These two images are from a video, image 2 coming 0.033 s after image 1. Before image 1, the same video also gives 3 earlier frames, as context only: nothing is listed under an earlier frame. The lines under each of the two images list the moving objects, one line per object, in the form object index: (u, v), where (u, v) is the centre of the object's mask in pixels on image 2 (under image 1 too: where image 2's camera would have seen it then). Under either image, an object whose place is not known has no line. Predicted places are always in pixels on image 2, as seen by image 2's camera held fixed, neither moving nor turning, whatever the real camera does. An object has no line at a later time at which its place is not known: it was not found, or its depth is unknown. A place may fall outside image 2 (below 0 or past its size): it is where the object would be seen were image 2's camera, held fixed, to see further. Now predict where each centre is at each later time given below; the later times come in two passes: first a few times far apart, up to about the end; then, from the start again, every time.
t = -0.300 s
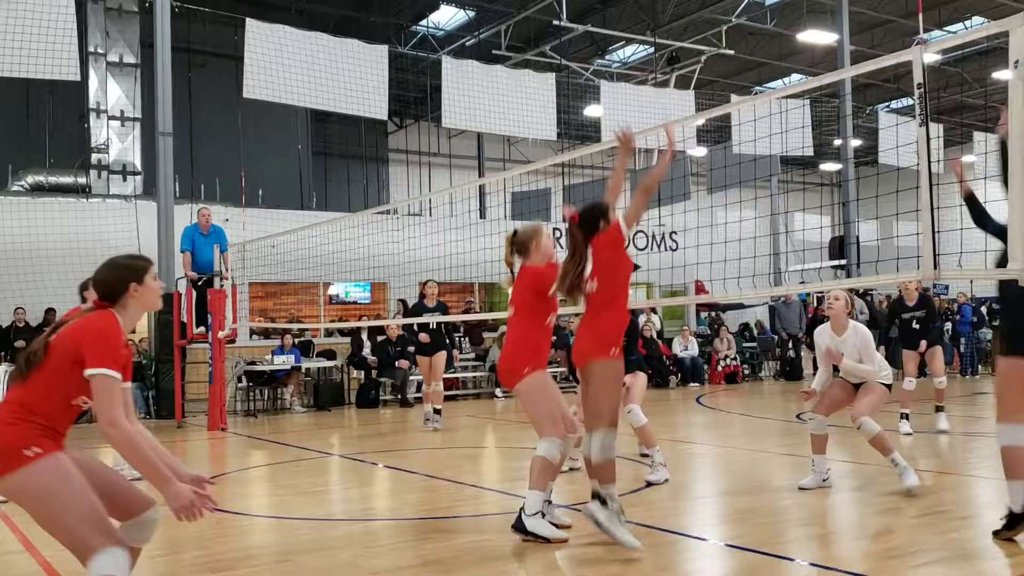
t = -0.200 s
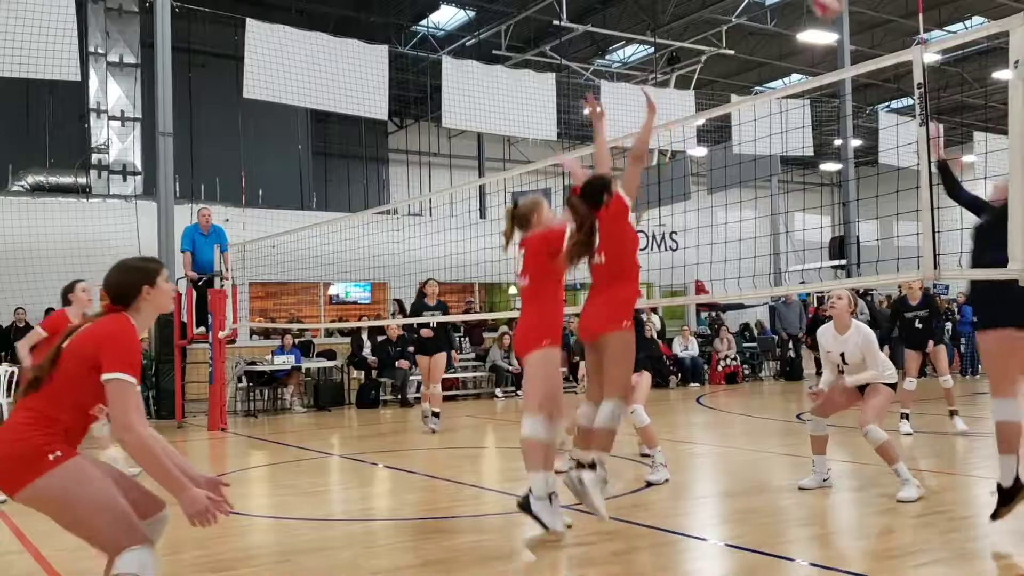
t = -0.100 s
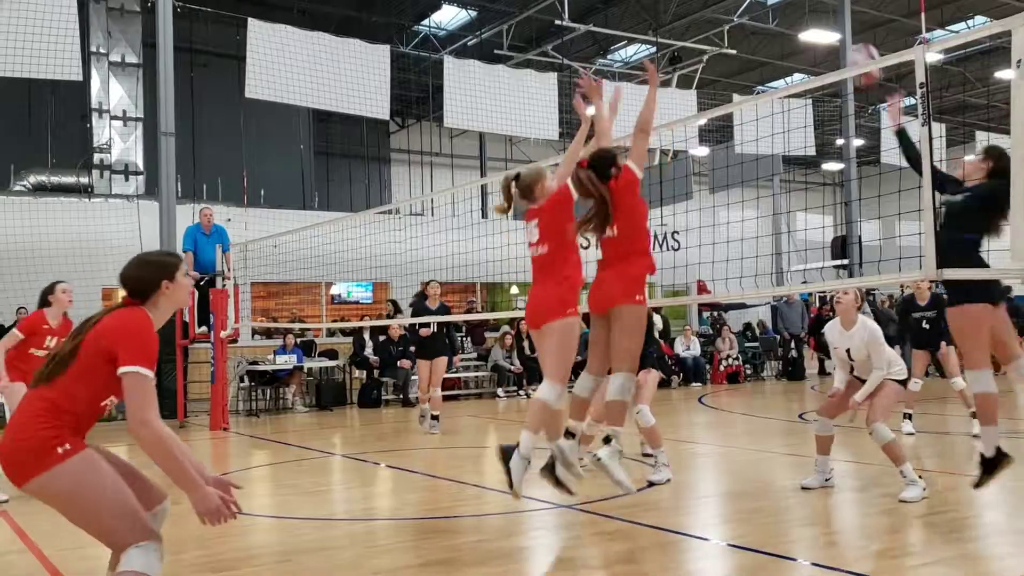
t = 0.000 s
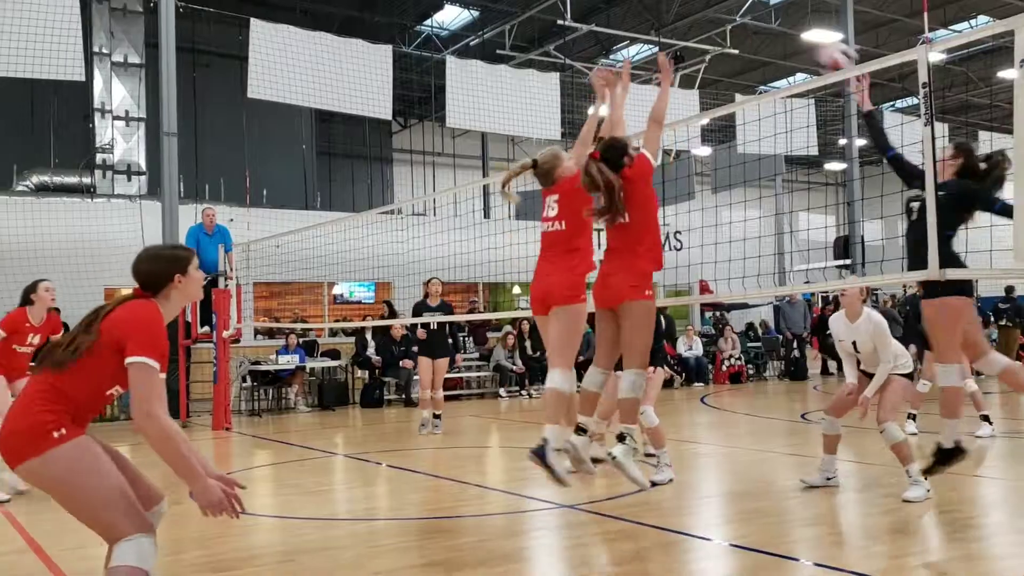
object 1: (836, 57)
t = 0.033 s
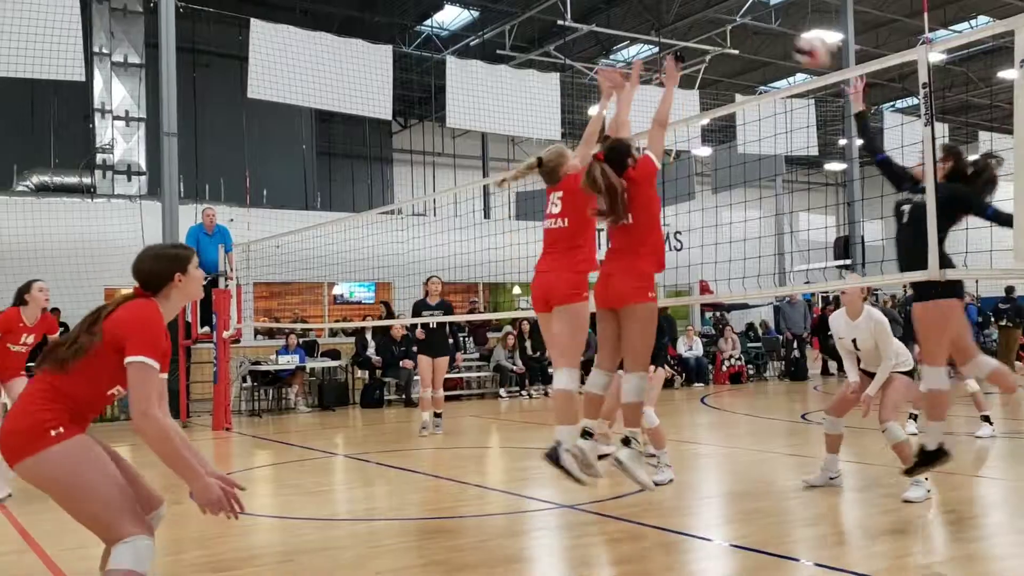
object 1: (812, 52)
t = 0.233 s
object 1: (681, 21)
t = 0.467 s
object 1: (526, 71)
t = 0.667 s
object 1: (389, 189)
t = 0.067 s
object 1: (790, 40)
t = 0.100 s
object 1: (769, 32)
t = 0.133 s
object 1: (747, 27)
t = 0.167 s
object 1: (725, 23)
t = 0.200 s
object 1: (703, 21)
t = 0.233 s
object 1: (681, 21)
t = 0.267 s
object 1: (659, 22)
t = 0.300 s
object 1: (637, 24)
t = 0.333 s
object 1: (615, 30)
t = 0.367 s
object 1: (592, 40)
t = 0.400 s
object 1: (570, 48)
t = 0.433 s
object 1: (548, 58)
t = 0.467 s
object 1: (526, 71)
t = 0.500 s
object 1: (504, 87)
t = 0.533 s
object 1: (481, 105)
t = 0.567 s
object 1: (457, 122)
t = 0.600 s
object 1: (435, 143)
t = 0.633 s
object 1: (413, 166)
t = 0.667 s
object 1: (389, 189)
